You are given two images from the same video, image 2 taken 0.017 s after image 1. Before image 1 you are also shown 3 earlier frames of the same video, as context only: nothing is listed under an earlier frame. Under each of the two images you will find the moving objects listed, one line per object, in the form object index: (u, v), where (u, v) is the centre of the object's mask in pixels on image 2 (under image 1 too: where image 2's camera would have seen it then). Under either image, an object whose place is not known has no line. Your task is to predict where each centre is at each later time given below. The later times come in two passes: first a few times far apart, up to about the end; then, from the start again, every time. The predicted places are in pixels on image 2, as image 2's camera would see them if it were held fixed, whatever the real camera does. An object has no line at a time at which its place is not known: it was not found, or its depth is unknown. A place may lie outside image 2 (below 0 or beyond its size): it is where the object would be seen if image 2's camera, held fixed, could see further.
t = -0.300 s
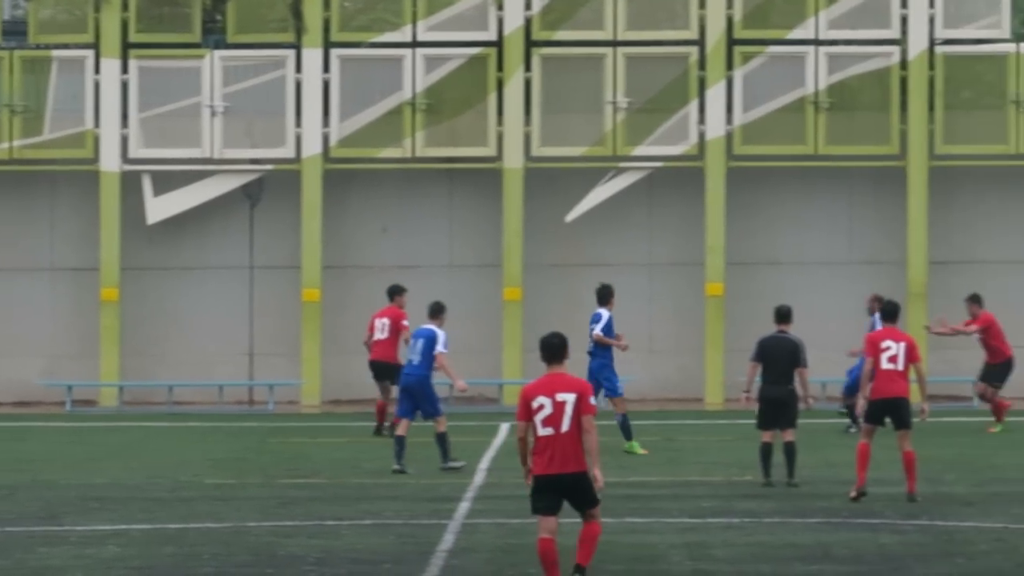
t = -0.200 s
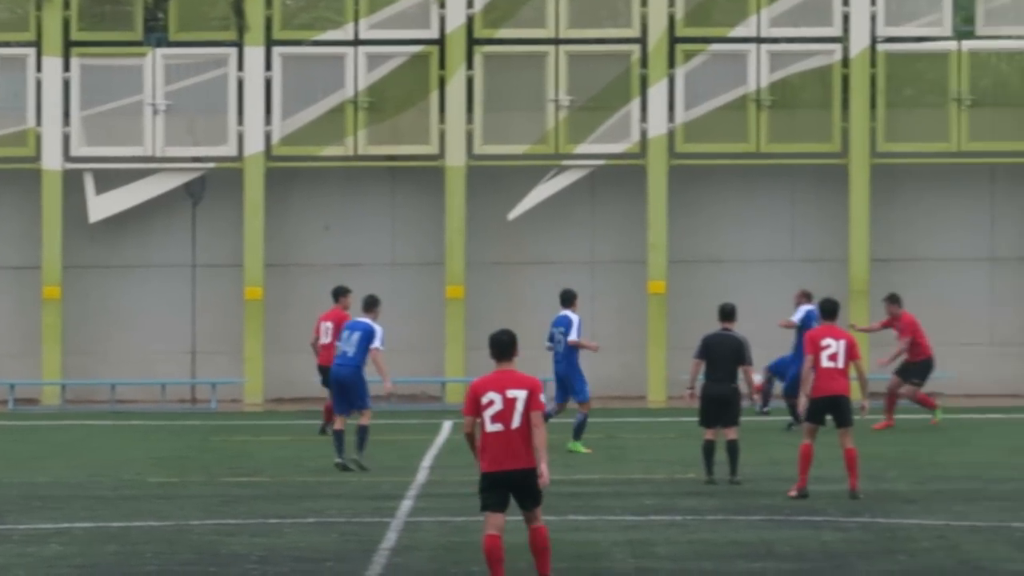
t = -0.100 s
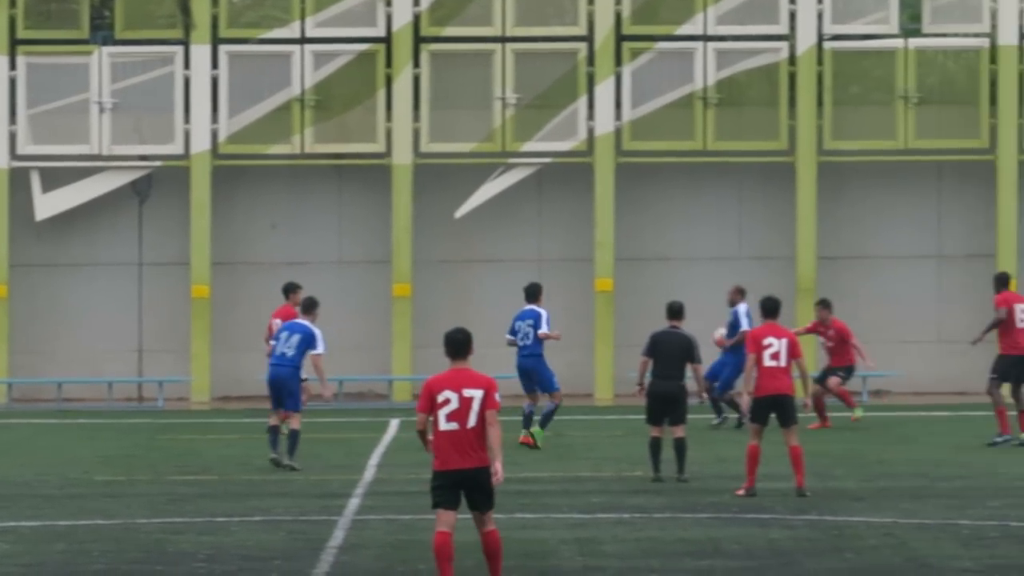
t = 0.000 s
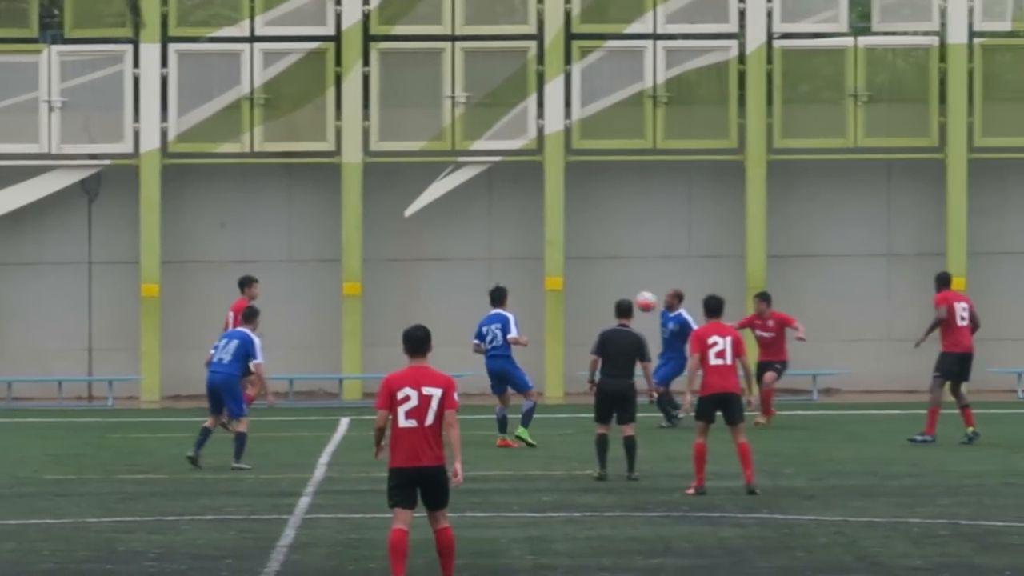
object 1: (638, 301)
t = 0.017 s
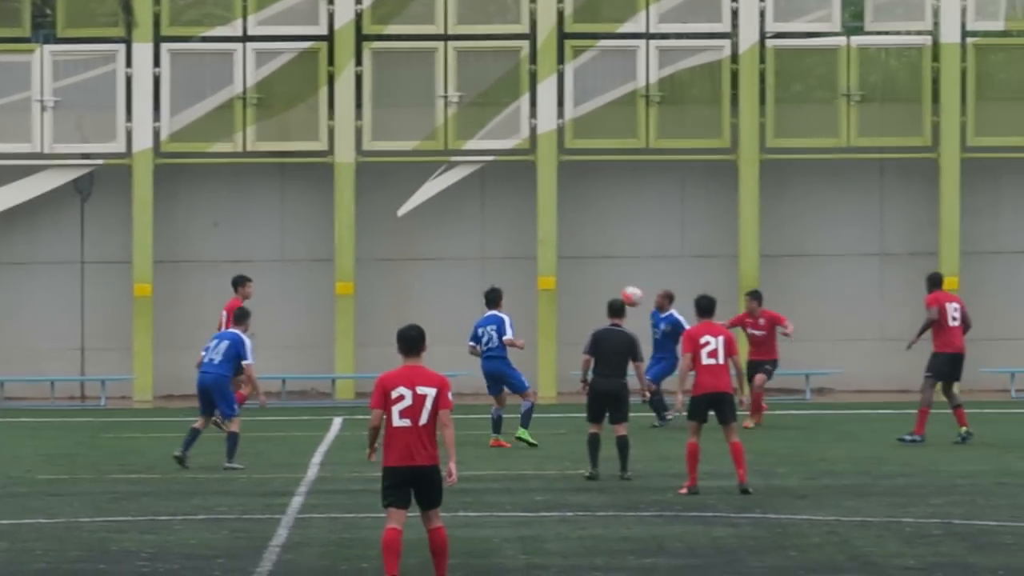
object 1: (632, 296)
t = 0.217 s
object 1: (550, 259)
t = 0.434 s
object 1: (462, 255)
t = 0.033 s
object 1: (625, 291)
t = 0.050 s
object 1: (619, 287)
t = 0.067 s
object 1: (612, 284)
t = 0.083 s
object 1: (605, 280)
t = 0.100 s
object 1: (598, 276)
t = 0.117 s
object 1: (591, 273)
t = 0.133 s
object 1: (585, 269)
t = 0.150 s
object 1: (577, 267)
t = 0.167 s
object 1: (570, 265)
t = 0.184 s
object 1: (564, 263)
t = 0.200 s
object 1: (557, 261)
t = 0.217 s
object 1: (550, 259)
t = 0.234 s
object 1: (543, 257)
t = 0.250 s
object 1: (537, 256)
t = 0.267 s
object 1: (529, 255)
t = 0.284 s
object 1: (523, 255)
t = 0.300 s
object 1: (516, 254)
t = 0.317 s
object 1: (509, 253)
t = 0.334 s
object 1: (502, 253)
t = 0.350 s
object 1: (496, 253)
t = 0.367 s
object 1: (489, 253)
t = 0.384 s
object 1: (483, 253)
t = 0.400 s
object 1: (476, 254)
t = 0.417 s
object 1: (469, 255)
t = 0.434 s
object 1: (462, 255)
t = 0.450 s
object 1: (456, 256)
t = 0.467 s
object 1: (449, 258)
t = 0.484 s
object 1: (443, 259)
